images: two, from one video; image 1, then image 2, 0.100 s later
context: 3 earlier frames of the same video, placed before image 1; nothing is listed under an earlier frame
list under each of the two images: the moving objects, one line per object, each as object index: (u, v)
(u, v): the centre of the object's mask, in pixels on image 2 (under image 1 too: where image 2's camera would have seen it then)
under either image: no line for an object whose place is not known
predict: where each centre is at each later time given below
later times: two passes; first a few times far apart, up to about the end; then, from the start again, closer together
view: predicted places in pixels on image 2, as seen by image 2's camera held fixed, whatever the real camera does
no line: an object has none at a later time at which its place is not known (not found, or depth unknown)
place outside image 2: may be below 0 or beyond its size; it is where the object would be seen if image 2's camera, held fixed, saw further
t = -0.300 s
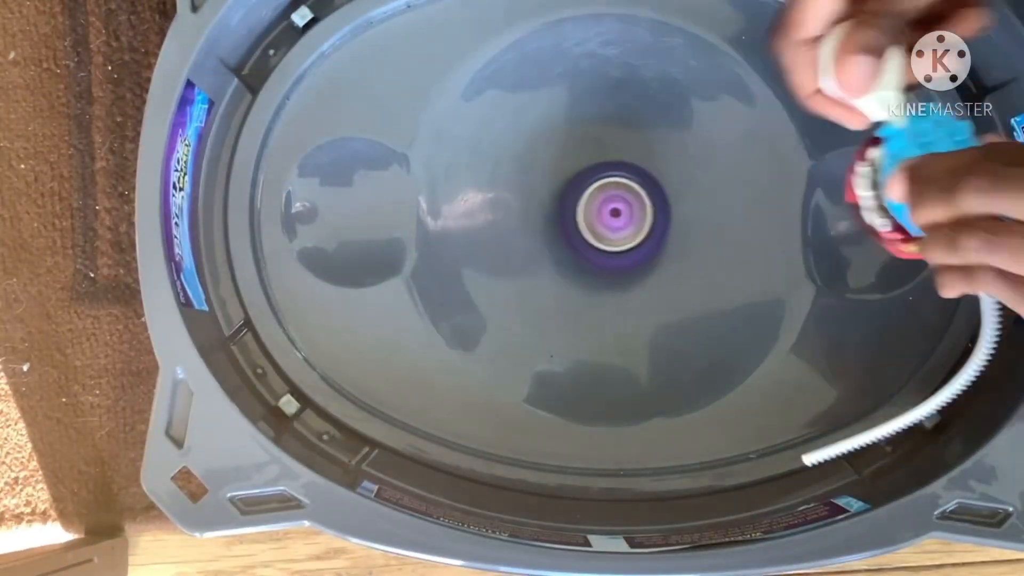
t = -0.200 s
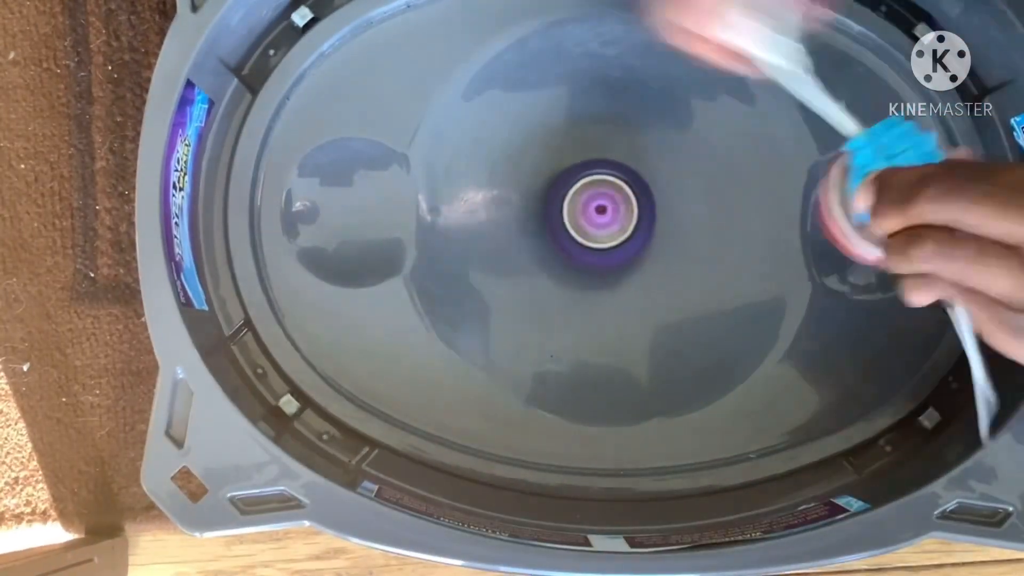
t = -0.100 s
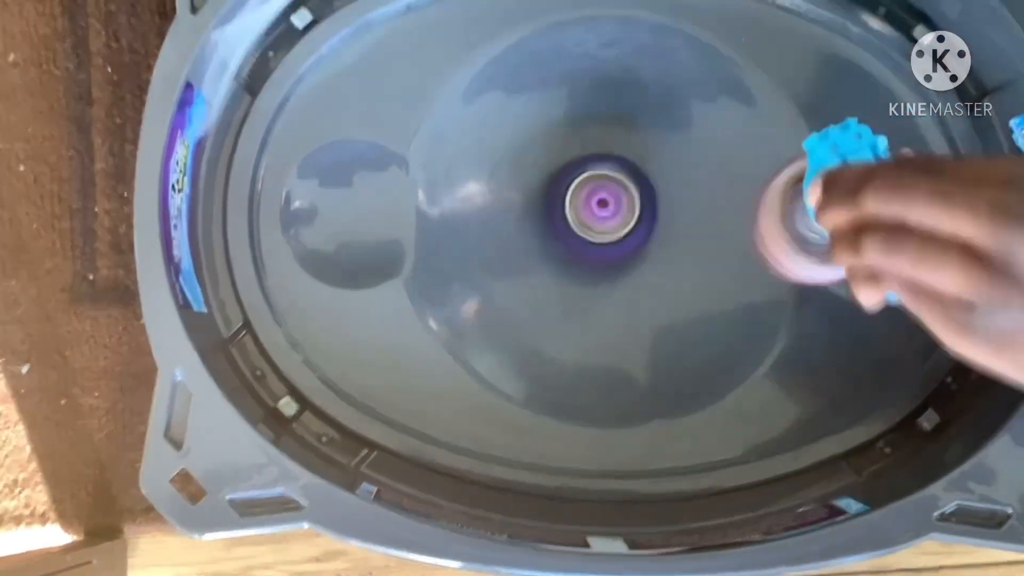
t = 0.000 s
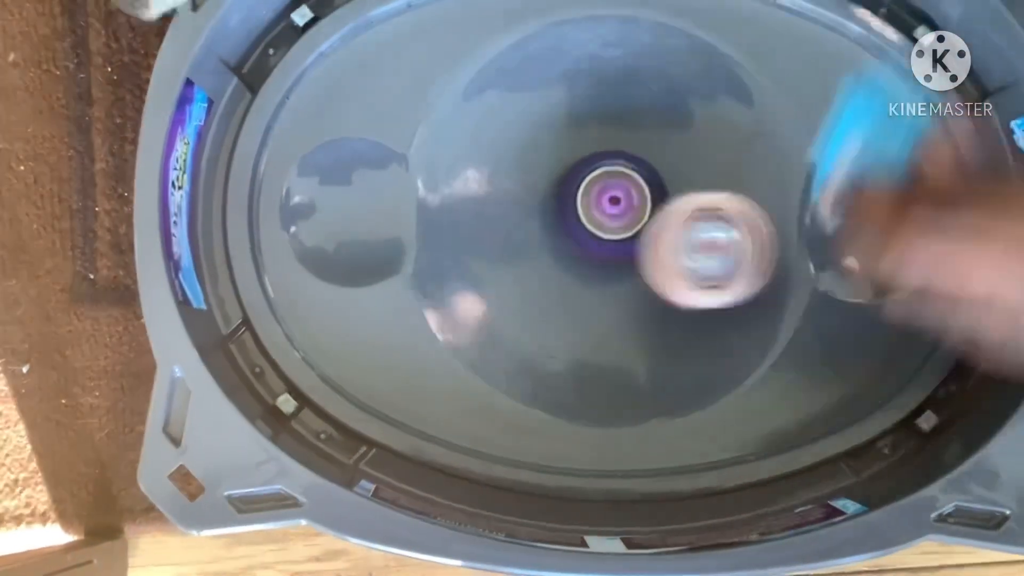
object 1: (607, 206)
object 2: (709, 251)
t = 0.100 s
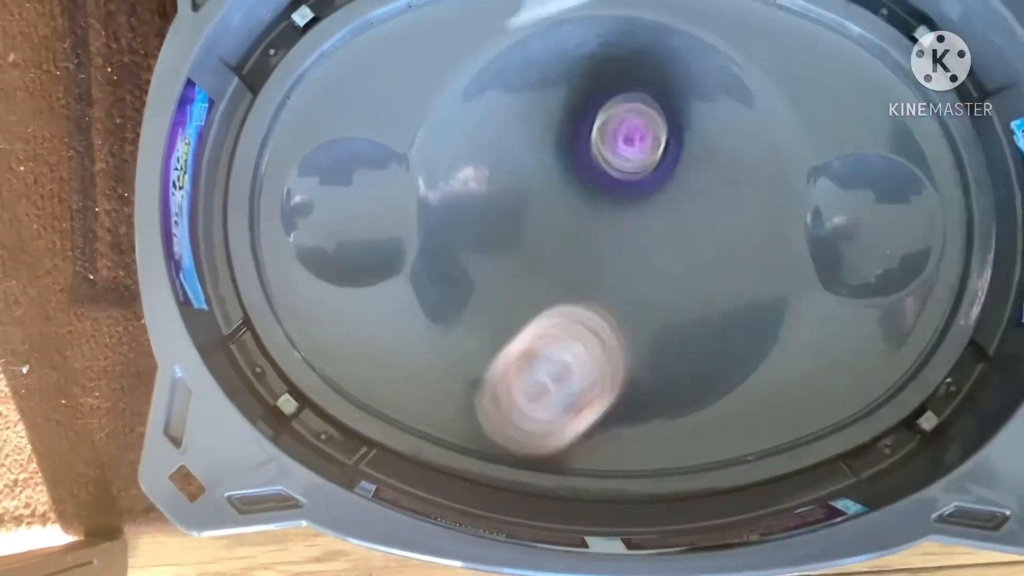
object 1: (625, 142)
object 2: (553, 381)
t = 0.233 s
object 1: (638, 94)
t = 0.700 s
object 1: (692, 275)
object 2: (558, 131)
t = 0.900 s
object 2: (634, 69)
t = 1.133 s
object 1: (628, 316)
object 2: (547, 25)
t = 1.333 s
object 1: (579, 224)
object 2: (466, 146)
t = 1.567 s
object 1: (597, 224)
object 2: (619, 356)
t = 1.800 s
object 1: (623, 252)
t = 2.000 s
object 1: (630, 237)
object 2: (624, 42)
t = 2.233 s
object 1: (610, 229)
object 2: (452, 222)
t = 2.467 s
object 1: (591, 206)
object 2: (699, 370)
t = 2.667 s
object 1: (609, 219)
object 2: (844, 184)
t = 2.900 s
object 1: (615, 213)
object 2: (889, 86)
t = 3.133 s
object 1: (612, 207)
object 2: (823, 54)
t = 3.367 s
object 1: (605, 218)
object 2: (779, 61)
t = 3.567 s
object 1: (597, 241)
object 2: (643, 130)
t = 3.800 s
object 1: (569, 310)
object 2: (556, 190)
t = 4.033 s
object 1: (564, 371)
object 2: (637, 112)
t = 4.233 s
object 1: (555, 287)
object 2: (648, 125)
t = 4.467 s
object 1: (502, 293)
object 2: (643, 110)
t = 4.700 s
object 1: (485, 295)
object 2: (710, 139)
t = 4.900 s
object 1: (530, 242)
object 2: (707, 164)
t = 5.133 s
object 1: (525, 174)
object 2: (729, 257)
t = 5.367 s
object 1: (566, 205)
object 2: (653, 282)
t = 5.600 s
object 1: (575, 165)
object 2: (655, 369)
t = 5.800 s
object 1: (601, 178)
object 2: (628, 296)
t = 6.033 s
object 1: (608, 181)
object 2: (578, 293)
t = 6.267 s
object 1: (606, 180)
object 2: (544, 310)
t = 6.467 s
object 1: (629, 176)
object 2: (537, 318)
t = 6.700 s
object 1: (649, 164)
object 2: (577, 240)
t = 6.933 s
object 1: (649, 213)
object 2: (547, 164)
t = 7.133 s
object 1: (630, 229)
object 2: (559, 135)
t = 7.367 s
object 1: (638, 262)
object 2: (621, 152)
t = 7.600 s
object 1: (603, 266)
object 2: (708, 218)
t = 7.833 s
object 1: (598, 225)
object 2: (683, 296)
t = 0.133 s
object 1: (631, 120)
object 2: (510, 413)
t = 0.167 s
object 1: (636, 106)
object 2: (475, 434)
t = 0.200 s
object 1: (636, 97)
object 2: (443, 447)
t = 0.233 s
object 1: (638, 94)
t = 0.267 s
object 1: (632, 100)
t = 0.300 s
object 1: (626, 111)
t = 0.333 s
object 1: (617, 126)
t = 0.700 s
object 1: (692, 275)
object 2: (558, 131)
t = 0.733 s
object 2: (579, 129)
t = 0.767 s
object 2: (599, 131)
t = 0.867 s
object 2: (637, 108)
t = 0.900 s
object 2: (634, 69)
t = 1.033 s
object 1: (661, 347)
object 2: (595, 13)
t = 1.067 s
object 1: (650, 339)
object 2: (579, 14)
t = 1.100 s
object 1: (637, 331)
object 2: (563, 19)
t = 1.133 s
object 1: (628, 316)
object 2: (547, 25)
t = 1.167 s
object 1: (618, 302)
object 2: (530, 30)
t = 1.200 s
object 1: (609, 285)
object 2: (512, 39)
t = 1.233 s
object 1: (600, 268)
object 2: (495, 51)
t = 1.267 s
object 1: (591, 251)
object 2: (481, 72)
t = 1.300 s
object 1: (585, 235)
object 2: (470, 106)
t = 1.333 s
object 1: (579, 224)
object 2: (466, 146)
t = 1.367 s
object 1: (579, 215)
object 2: (468, 189)
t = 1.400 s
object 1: (579, 209)
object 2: (477, 233)
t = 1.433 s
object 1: (578, 207)
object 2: (494, 273)
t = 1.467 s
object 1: (579, 210)
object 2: (520, 307)
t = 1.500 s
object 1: (584, 215)
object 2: (550, 334)
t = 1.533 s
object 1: (592, 218)
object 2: (584, 350)
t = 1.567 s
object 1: (597, 224)
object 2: (619, 356)
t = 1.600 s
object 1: (601, 228)
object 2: (655, 353)
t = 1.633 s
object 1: (603, 233)
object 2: (690, 341)
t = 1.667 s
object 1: (607, 237)
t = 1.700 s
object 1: (610, 243)
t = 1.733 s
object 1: (614, 246)
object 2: (763, 258)
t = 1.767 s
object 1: (618, 250)
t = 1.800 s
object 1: (623, 252)
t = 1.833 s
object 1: (627, 253)
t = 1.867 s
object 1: (631, 253)
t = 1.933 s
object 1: (632, 247)
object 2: (697, 60)
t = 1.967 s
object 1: (631, 243)
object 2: (664, 47)
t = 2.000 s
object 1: (630, 237)
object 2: (624, 42)
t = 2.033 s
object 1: (627, 237)
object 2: (582, 43)
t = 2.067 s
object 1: (624, 234)
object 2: (543, 50)
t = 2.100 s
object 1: (621, 234)
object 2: (508, 65)
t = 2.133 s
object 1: (618, 235)
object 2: (479, 96)
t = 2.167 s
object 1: (615, 233)
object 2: (459, 134)
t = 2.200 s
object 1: (613, 231)
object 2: (450, 177)
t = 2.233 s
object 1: (610, 229)
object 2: (452, 222)
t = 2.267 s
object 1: (608, 225)
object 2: (466, 265)
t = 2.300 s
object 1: (604, 221)
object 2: (492, 304)
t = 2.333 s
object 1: (602, 216)
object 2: (527, 337)
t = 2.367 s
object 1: (598, 211)
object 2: (568, 361)
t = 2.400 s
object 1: (594, 208)
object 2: (611, 374)
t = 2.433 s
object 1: (591, 206)
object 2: (656, 377)
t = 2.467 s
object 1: (591, 206)
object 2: (699, 370)
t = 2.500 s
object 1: (591, 207)
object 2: (737, 352)
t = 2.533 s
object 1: (593, 209)
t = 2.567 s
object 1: (597, 212)
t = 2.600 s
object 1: (600, 214)
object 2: (813, 255)
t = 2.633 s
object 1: (605, 217)
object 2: (827, 218)
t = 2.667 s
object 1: (609, 219)
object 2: (844, 184)
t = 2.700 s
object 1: (612, 219)
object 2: (865, 157)
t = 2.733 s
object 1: (614, 218)
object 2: (883, 138)
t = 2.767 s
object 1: (615, 217)
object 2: (896, 124)
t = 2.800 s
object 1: (615, 217)
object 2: (907, 111)
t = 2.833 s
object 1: (615, 215)
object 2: (912, 99)
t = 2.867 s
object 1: (615, 215)
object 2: (902, 92)
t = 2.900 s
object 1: (615, 213)
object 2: (889, 86)
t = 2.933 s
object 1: (614, 211)
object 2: (875, 81)
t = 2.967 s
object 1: (614, 209)
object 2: (866, 74)
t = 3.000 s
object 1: (613, 207)
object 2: (857, 68)
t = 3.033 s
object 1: (613, 206)
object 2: (848, 63)
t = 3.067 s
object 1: (613, 206)
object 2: (840, 59)
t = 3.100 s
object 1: (612, 206)
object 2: (831, 56)
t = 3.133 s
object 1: (612, 207)
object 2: (823, 54)
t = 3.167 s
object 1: (611, 207)
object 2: (816, 53)
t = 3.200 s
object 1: (610, 209)
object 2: (810, 52)
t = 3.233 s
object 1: (608, 211)
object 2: (803, 52)
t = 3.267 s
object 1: (608, 212)
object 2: (797, 53)
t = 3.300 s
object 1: (608, 213)
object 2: (791, 55)
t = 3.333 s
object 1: (607, 214)
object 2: (785, 57)
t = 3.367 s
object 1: (605, 218)
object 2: (779, 61)
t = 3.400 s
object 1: (605, 219)
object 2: (770, 66)
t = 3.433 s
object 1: (605, 220)
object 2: (754, 74)
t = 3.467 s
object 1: (605, 222)
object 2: (733, 86)
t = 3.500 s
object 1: (605, 224)
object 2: (703, 103)
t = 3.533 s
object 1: (604, 228)
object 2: (669, 123)
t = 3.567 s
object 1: (597, 241)
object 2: (643, 130)
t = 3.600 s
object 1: (589, 255)
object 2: (620, 136)
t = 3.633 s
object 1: (586, 263)
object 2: (596, 144)
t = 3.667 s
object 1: (579, 283)
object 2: (578, 146)
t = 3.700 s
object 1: (572, 298)
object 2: (567, 149)
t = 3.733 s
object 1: (569, 305)
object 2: (560, 157)
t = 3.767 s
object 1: (567, 308)
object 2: (555, 172)
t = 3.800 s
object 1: (569, 310)
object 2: (556, 190)
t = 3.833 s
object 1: (563, 340)
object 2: (569, 174)
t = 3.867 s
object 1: (558, 370)
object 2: (586, 148)
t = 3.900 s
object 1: (557, 387)
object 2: (601, 129)
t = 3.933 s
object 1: (558, 393)
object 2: (615, 116)
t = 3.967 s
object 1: (558, 392)
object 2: (626, 109)
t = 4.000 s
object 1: (562, 384)
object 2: (634, 108)
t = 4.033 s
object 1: (564, 371)
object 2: (637, 112)
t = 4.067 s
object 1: (571, 352)
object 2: (638, 121)
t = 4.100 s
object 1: (577, 328)
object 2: (634, 132)
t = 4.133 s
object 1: (582, 307)
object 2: (629, 145)
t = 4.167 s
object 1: (588, 282)
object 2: (622, 158)
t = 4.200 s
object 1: (577, 277)
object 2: (630, 151)
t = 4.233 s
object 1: (555, 287)
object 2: (648, 125)
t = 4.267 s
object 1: (535, 294)
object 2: (663, 106)
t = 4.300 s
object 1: (518, 297)
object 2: (671, 92)
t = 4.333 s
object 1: (505, 299)
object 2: (675, 84)
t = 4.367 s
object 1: (499, 299)
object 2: (674, 82)
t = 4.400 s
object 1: (497, 299)
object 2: (667, 87)
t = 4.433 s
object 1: (497, 298)
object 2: (656, 97)
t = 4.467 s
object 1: (502, 293)
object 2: (643, 110)
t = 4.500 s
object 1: (511, 287)
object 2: (629, 127)
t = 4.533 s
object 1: (520, 279)
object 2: (618, 145)
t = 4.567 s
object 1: (534, 268)
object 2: (608, 166)
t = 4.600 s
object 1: (522, 278)
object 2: (627, 165)
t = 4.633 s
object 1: (504, 289)
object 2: (661, 153)
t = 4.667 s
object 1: (491, 296)
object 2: (689, 144)
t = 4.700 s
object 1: (485, 295)
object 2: (710, 139)
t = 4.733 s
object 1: (484, 292)
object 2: (725, 137)
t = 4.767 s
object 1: (485, 287)
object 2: (732, 138)
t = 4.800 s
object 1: (492, 278)
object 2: (733, 141)
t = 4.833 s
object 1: (503, 268)
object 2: (729, 147)
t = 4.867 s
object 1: (516, 256)
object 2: (720, 154)
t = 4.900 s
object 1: (530, 242)
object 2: (707, 164)
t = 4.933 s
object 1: (545, 230)
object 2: (691, 175)
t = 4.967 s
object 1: (558, 218)
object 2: (674, 188)
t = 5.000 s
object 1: (551, 199)
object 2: (686, 204)
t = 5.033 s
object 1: (538, 186)
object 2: (703, 219)
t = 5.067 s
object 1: (528, 178)
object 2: (717, 234)
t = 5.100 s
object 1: (525, 174)
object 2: (726, 246)
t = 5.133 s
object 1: (525, 174)
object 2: (729, 257)
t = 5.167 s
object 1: (529, 175)
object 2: (728, 266)
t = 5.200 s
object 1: (535, 178)
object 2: (722, 272)
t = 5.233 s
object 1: (541, 184)
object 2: (712, 277)
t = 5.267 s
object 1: (549, 191)
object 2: (699, 278)
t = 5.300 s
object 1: (557, 199)
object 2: (683, 278)
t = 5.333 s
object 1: (563, 205)
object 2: (666, 277)
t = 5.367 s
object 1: (566, 205)
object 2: (653, 282)
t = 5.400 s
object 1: (559, 185)
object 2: (654, 307)
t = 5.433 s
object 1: (557, 169)
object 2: (654, 330)
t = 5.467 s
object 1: (558, 158)
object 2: (655, 347)
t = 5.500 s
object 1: (562, 154)
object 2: (657, 361)
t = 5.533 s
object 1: (566, 156)
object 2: (657, 369)
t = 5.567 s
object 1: (571, 160)
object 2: (656, 372)
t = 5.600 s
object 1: (575, 165)
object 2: (655, 369)
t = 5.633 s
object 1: (584, 170)
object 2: (653, 360)
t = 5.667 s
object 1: (590, 175)
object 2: (650, 348)
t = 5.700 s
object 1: (594, 180)
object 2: (647, 331)
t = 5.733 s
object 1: (597, 184)
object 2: (642, 312)
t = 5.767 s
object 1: (598, 188)
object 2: (636, 294)
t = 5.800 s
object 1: (601, 178)
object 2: (628, 296)
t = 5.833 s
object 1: (604, 168)
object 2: (620, 299)
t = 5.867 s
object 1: (605, 163)
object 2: (611, 301)
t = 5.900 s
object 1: (606, 162)
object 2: (603, 301)
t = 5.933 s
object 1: (606, 163)
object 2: (596, 301)
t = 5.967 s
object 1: (608, 167)
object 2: (589, 300)
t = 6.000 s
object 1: (608, 173)
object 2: (583, 297)
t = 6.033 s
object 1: (608, 181)
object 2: (578, 293)
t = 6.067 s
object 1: (607, 187)
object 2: (573, 291)
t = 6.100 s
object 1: (604, 190)
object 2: (568, 292)
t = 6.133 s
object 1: (600, 192)
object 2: (564, 294)
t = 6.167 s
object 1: (596, 192)
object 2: (562, 294)
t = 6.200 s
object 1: (594, 191)
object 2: (561, 294)
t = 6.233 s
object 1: (595, 189)
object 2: (555, 298)
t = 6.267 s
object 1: (606, 180)
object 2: (544, 310)
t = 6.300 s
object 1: (615, 174)
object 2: (535, 319)
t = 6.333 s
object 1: (624, 171)
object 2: (529, 326)
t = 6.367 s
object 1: (629, 171)
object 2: (527, 329)
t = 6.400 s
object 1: (630, 172)
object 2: (528, 329)
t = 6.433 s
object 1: (629, 174)
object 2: (531, 324)
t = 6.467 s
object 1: (629, 176)
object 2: (537, 318)
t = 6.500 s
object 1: (628, 178)
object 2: (546, 306)
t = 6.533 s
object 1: (626, 178)
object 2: (557, 289)
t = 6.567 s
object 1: (622, 180)
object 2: (567, 273)
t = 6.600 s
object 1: (626, 173)
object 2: (571, 265)
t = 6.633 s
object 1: (633, 167)
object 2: (574, 257)
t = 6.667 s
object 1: (641, 165)
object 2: (578, 247)
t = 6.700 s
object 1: (649, 164)
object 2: (577, 240)
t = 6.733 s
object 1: (657, 167)
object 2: (573, 232)
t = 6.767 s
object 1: (662, 171)
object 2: (569, 222)
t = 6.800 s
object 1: (664, 180)
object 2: (561, 210)
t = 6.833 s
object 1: (666, 188)
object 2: (555, 196)
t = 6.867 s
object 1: (661, 198)
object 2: (552, 184)
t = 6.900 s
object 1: (656, 206)
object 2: (549, 173)
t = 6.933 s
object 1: (649, 213)
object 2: (547, 164)
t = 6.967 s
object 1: (643, 217)
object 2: (547, 158)
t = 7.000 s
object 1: (642, 225)
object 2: (545, 148)
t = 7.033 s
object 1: (641, 229)
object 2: (544, 138)
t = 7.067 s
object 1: (639, 229)
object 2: (546, 133)
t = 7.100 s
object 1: (635, 231)
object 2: (552, 132)
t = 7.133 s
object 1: (630, 229)
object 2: (559, 135)
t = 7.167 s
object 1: (629, 233)
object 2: (566, 138)
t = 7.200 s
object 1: (633, 247)
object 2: (573, 129)
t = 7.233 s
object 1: (636, 252)
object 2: (580, 126)
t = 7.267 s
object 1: (637, 254)
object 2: (589, 129)
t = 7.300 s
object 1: (637, 254)
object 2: (599, 135)
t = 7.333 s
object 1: (637, 255)
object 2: (610, 147)
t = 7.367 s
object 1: (638, 262)
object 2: (621, 152)
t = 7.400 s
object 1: (636, 271)
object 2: (633, 153)
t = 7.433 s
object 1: (631, 273)
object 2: (646, 159)
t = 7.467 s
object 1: (627, 274)
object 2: (658, 169)
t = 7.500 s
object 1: (620, 276)
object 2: (672, 181)
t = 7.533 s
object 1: (611, 277)
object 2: (687, 191)
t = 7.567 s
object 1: (604, 273)
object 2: (699, 204)
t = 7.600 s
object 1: (603, 266)
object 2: (708, 218)
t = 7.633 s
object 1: (604, 258)
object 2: (711, 233)
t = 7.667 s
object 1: (599, 251)
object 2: (718, 247)
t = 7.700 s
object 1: (594, 243)
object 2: (721, 260)
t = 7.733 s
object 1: (592, 237)
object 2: (719, 272)
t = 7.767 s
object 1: (592, 232)
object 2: (710, 283)
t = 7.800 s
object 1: (595, 227)
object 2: (699, 291)
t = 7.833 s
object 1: (598, 225)
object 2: (683, 296)
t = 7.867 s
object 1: (601, 221)
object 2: (667, 300)
